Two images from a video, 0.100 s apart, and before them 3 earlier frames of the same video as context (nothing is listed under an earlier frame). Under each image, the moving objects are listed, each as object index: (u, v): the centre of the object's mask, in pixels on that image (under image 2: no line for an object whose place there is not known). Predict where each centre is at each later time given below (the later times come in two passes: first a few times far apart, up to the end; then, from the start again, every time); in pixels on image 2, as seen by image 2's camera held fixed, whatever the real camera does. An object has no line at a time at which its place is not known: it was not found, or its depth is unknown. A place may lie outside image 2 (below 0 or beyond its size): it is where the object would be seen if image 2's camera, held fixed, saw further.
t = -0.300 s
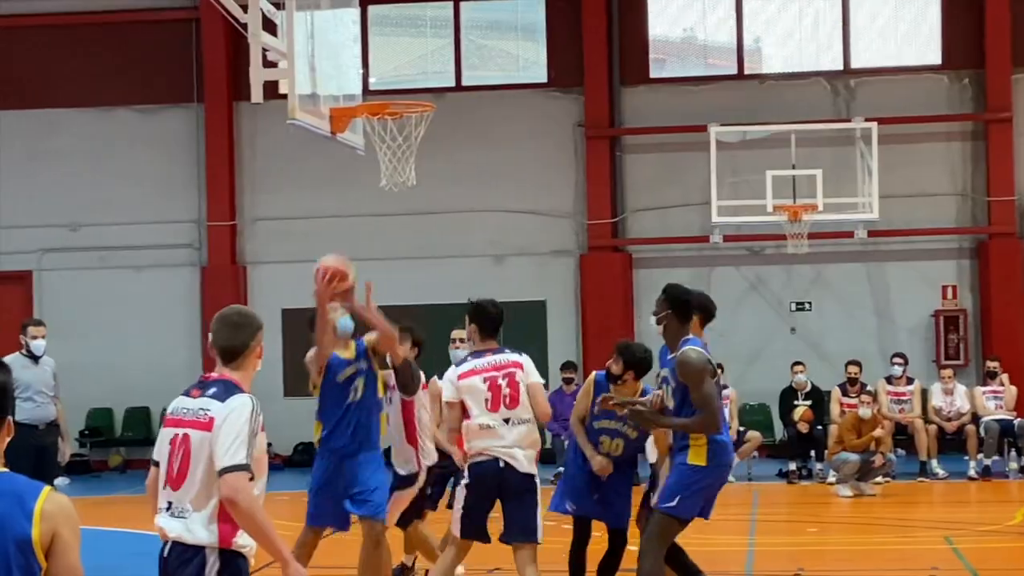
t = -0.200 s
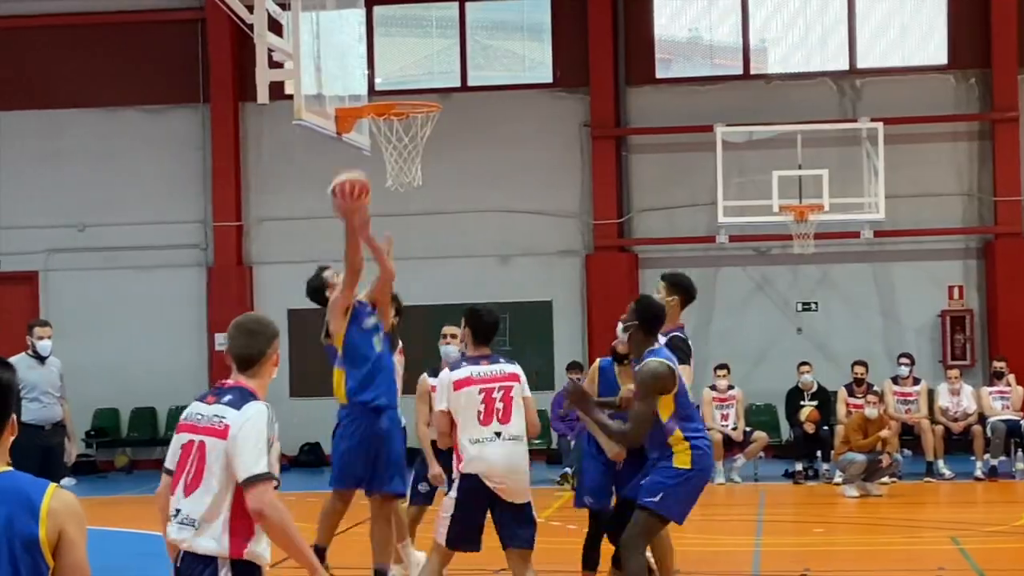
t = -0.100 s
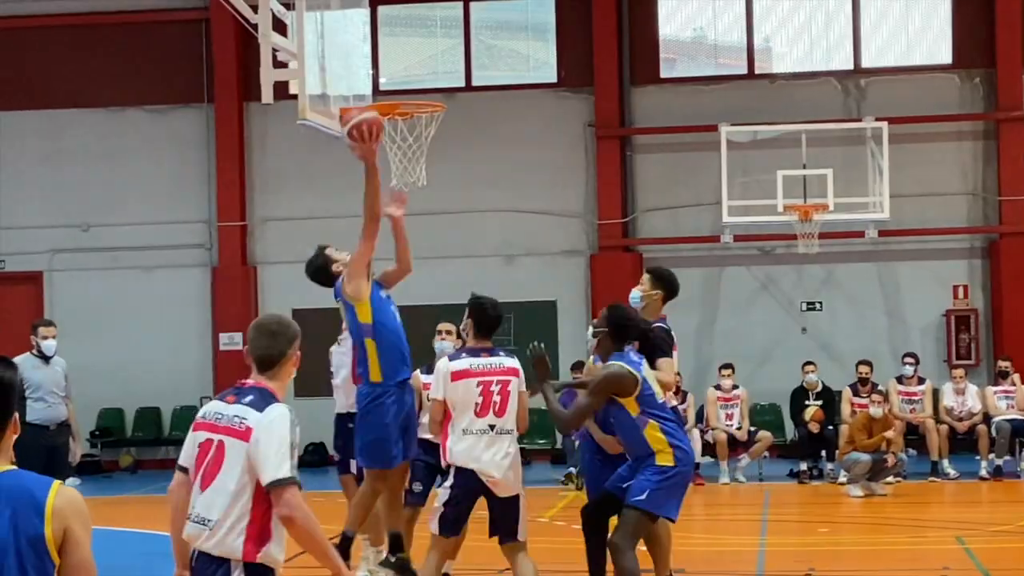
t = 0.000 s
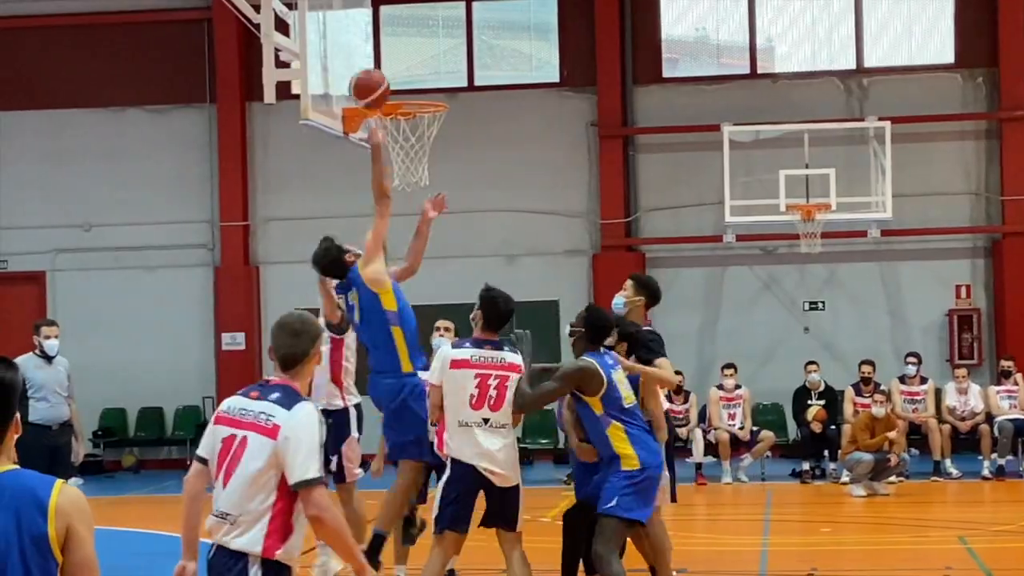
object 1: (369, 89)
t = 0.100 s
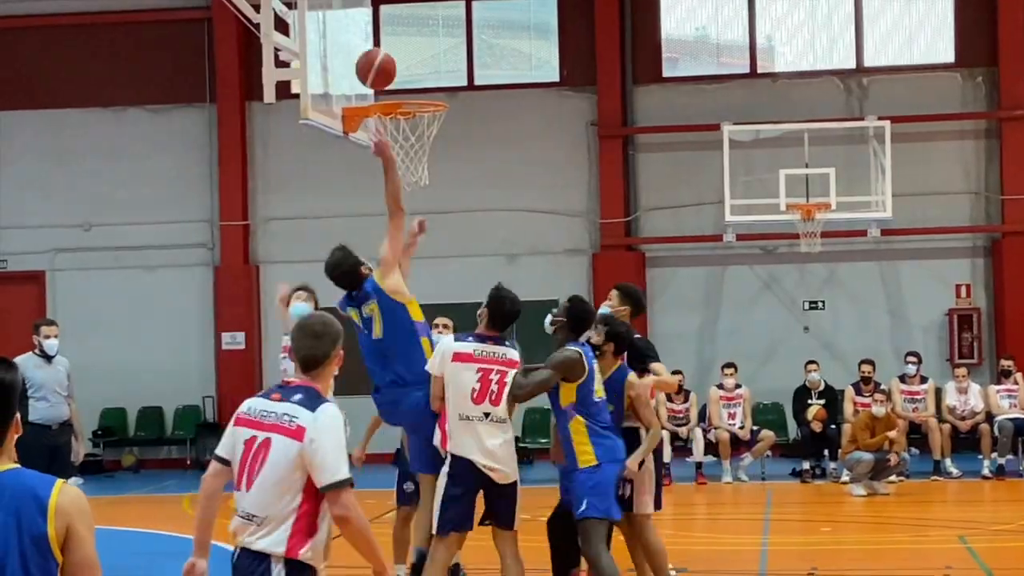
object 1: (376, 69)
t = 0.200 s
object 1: (383, 67)
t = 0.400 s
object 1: (402, 112)
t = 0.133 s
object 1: (378, 68)
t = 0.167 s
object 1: (380, 66)
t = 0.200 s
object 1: (383, 67)
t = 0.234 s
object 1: (386, 72)
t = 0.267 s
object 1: (389, 75)
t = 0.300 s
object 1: (391, 81)
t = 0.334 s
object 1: (393, 87)
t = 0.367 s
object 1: (397, 99)
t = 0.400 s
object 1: (402, 112)
